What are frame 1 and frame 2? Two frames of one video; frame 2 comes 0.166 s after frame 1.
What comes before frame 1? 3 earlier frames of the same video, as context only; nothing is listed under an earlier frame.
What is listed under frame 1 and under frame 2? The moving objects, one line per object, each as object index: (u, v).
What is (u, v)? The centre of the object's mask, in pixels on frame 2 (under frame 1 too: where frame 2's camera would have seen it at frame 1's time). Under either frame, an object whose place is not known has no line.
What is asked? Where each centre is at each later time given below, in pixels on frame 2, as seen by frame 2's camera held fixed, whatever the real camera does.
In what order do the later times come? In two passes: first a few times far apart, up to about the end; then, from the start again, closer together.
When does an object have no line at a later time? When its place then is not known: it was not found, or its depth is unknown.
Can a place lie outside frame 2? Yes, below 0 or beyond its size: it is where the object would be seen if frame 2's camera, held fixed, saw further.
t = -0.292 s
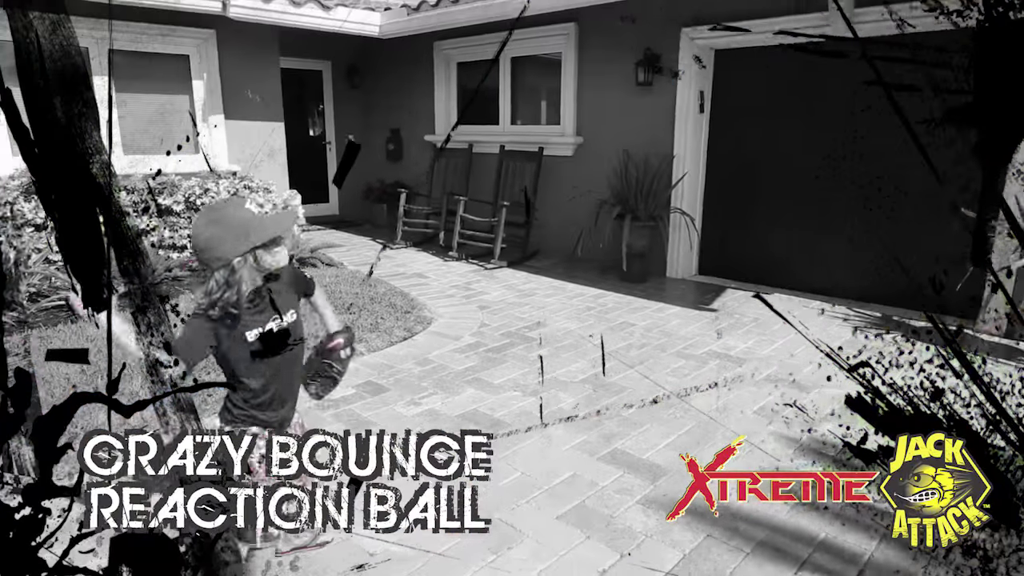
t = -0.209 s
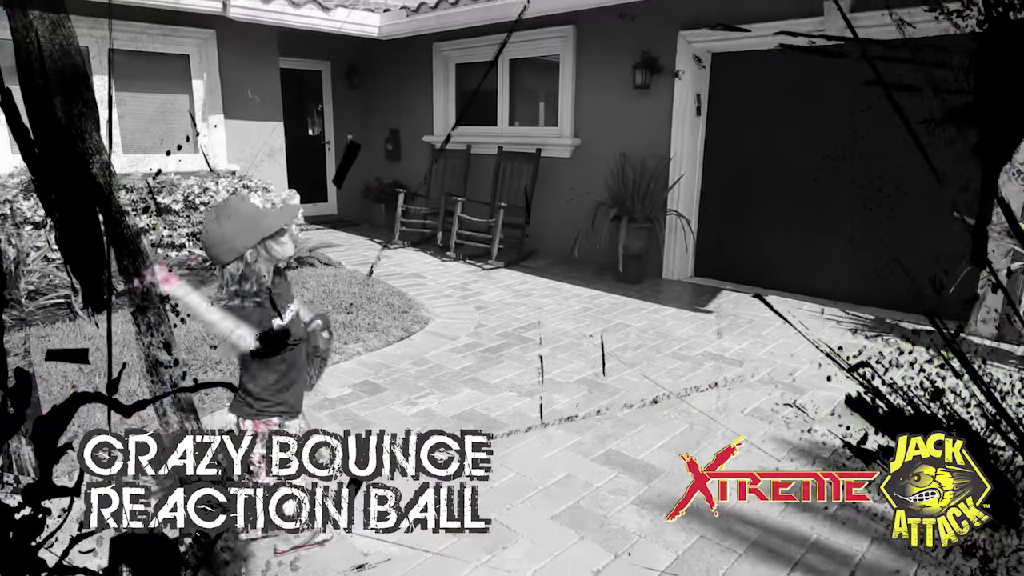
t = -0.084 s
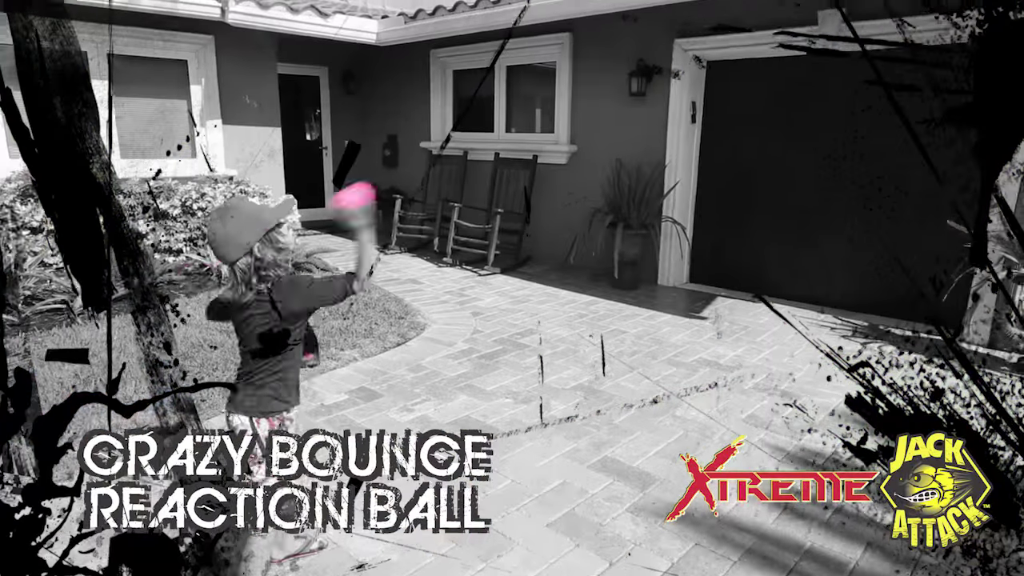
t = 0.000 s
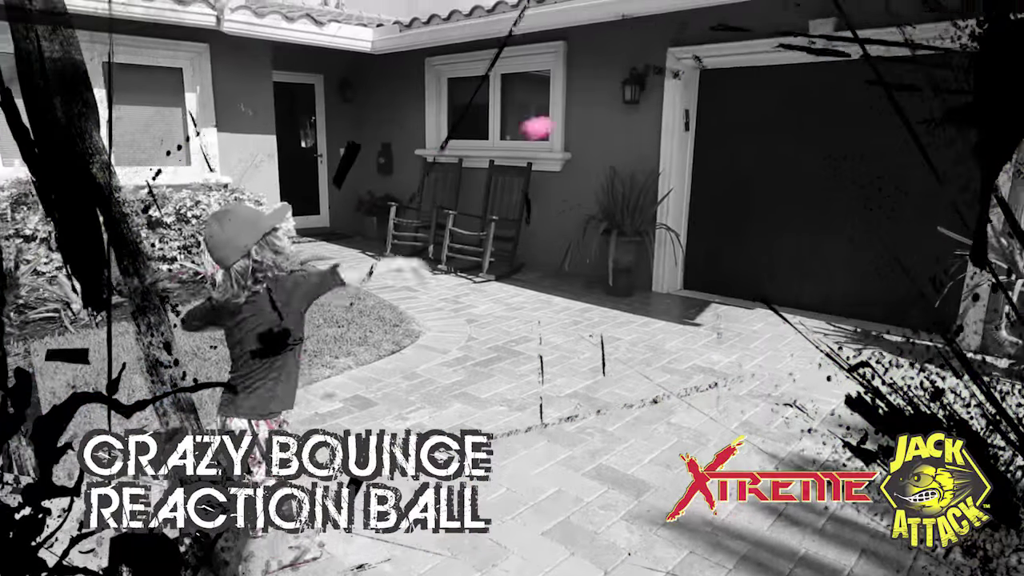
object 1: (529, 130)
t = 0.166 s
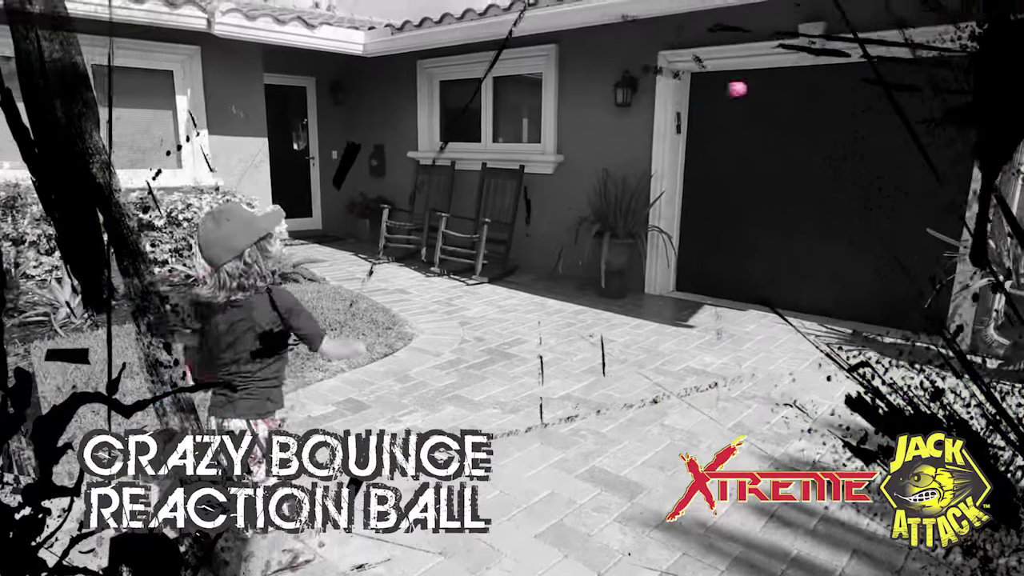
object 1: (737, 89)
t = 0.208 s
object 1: (769, 91)
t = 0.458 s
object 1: (886, 144)
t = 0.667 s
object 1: (832, 235)
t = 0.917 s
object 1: (710, 381)
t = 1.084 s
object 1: (619, 296)
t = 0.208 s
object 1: (769, 91)
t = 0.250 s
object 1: (797, 95)
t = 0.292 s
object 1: (820, 102)
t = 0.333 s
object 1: (839, 110)
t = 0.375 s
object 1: (856, 121)
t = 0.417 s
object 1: (873, 133)
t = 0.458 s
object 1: (886, 144)
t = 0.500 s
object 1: (888, 157)
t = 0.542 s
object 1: (877, 170)
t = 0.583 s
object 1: (863, 187)
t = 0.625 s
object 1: (848, 210)
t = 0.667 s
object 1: (832, 235)
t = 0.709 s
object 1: (815, 266)
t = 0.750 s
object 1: (794, 304)
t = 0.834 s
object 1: (747, 400)
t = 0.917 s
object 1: (710, 381)
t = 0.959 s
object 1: (691, 359)
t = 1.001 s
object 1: (668, 337)
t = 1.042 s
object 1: (647, 314)
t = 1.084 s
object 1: (619, 296)
